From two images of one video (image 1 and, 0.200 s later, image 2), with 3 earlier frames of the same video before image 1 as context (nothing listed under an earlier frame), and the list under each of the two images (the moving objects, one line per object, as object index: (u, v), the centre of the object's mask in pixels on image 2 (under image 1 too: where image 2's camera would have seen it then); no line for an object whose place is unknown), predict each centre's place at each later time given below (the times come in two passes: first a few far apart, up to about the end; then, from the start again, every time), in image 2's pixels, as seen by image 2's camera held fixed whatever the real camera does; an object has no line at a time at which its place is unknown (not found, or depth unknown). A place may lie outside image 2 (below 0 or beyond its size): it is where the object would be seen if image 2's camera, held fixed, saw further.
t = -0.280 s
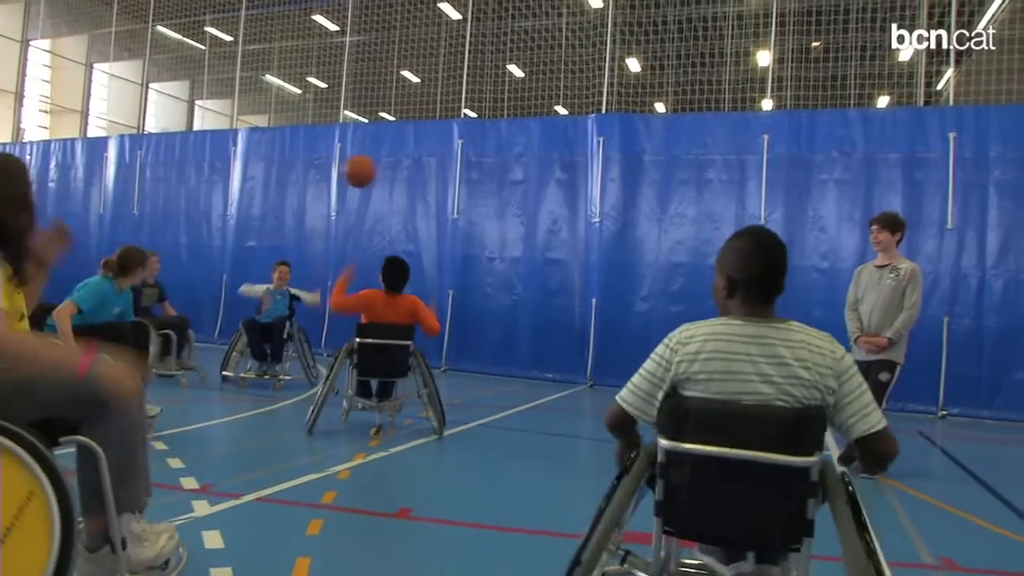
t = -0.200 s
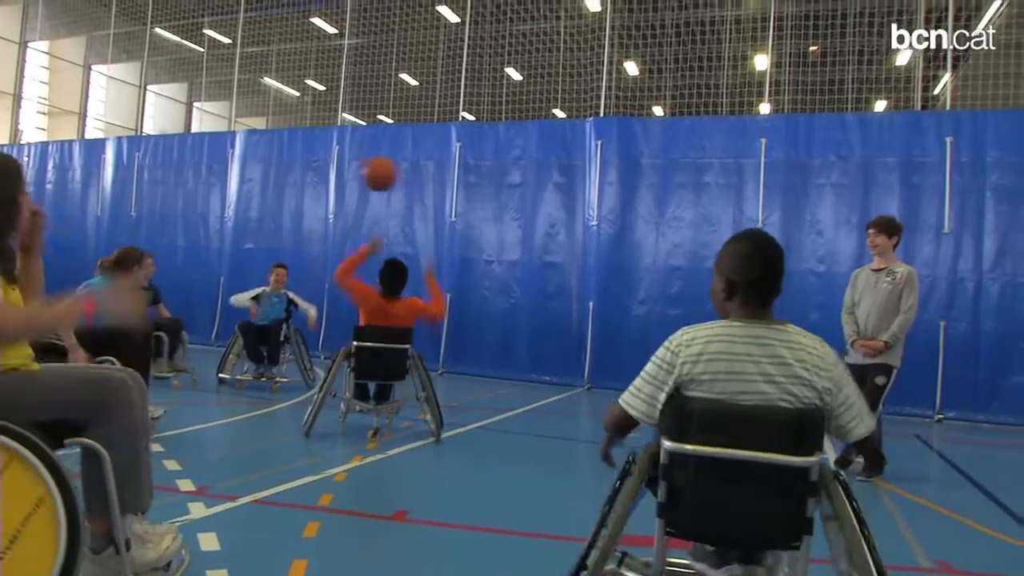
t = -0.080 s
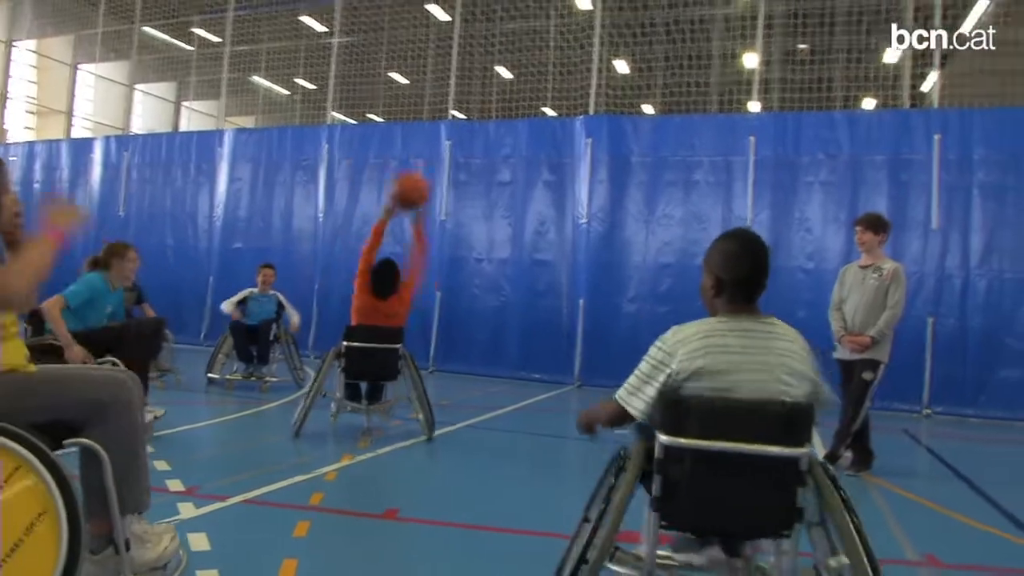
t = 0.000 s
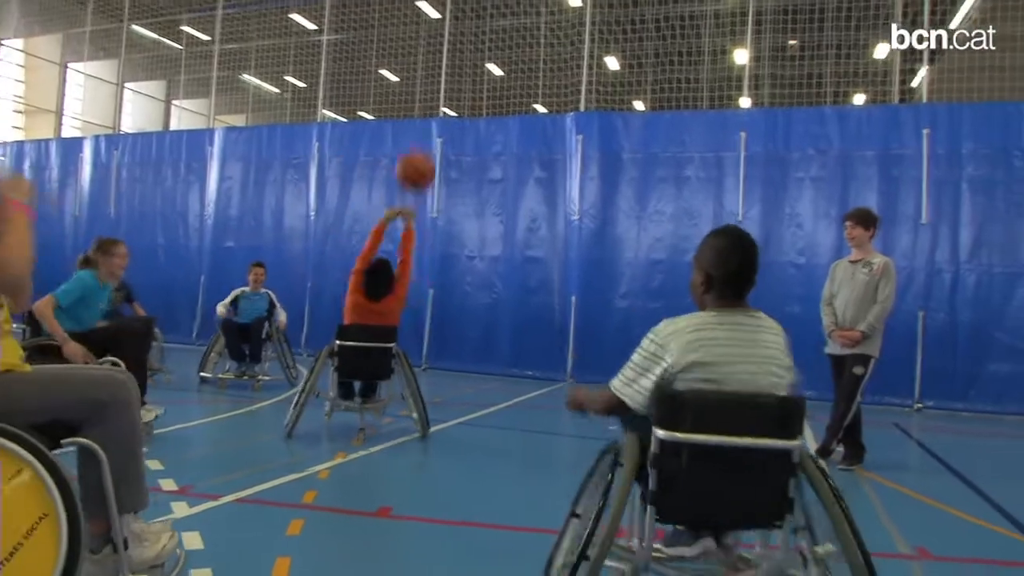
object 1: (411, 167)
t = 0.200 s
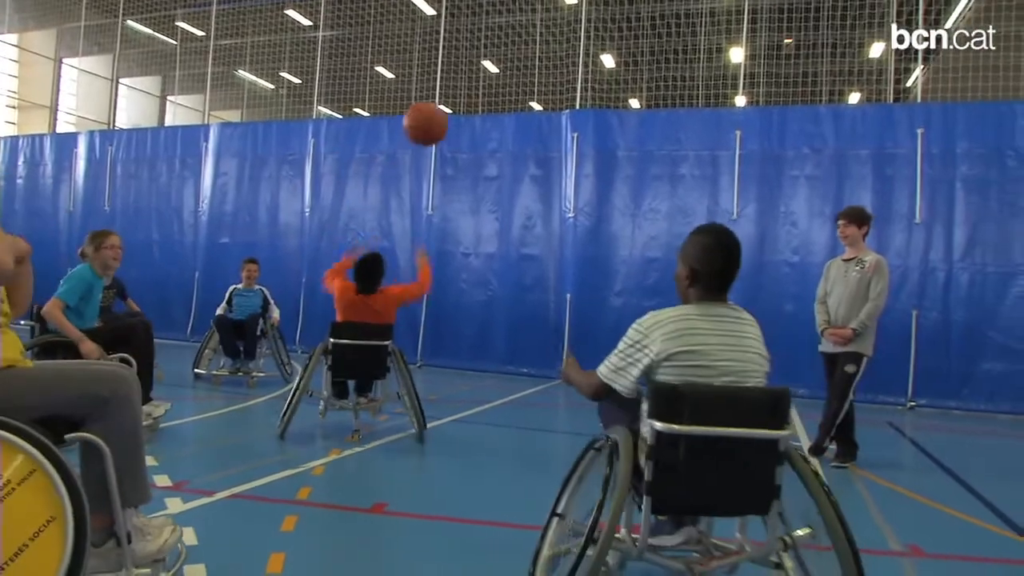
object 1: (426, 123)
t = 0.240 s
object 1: (428, 123)
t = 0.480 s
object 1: (443, 178)
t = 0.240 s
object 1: (428, 123)
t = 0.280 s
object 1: (431, 124)
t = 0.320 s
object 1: (433, 128)
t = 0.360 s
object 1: (436, 136)
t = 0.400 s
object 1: (439, 145)
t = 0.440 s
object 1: (441, 159)
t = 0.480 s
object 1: (443, 178)
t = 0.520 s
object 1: (445, 200)
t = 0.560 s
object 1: (446, 226)
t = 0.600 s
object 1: (447, 255)
